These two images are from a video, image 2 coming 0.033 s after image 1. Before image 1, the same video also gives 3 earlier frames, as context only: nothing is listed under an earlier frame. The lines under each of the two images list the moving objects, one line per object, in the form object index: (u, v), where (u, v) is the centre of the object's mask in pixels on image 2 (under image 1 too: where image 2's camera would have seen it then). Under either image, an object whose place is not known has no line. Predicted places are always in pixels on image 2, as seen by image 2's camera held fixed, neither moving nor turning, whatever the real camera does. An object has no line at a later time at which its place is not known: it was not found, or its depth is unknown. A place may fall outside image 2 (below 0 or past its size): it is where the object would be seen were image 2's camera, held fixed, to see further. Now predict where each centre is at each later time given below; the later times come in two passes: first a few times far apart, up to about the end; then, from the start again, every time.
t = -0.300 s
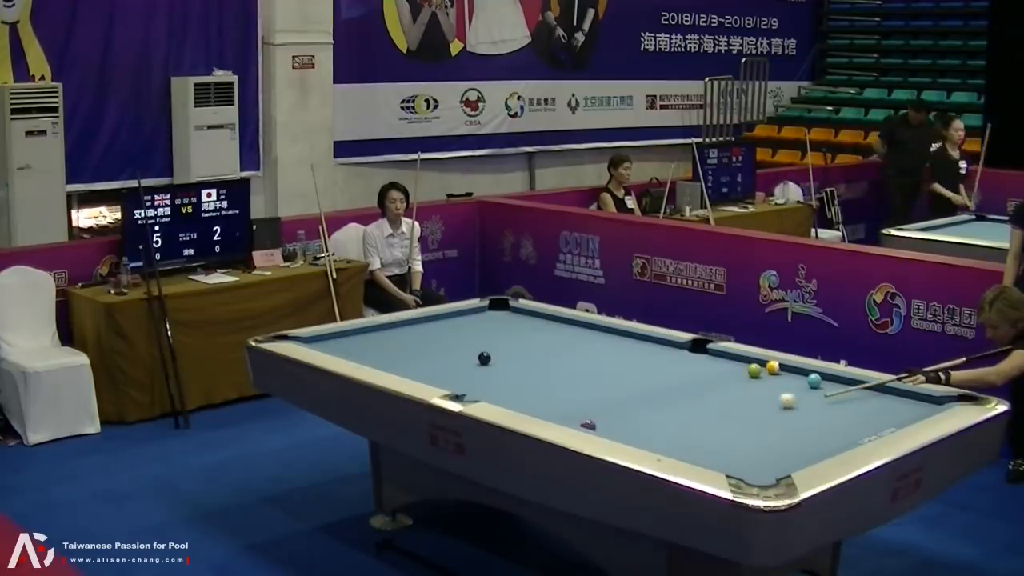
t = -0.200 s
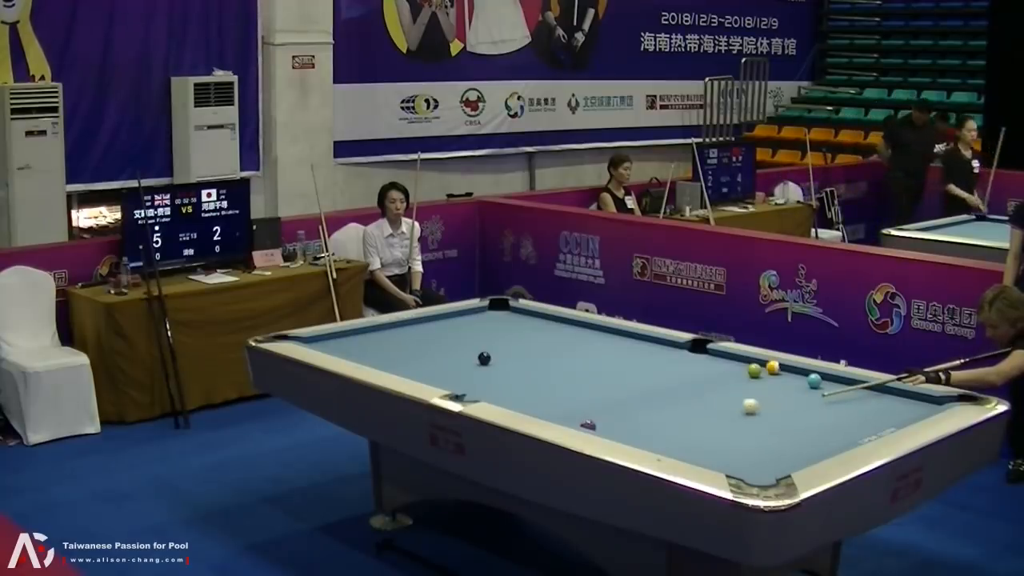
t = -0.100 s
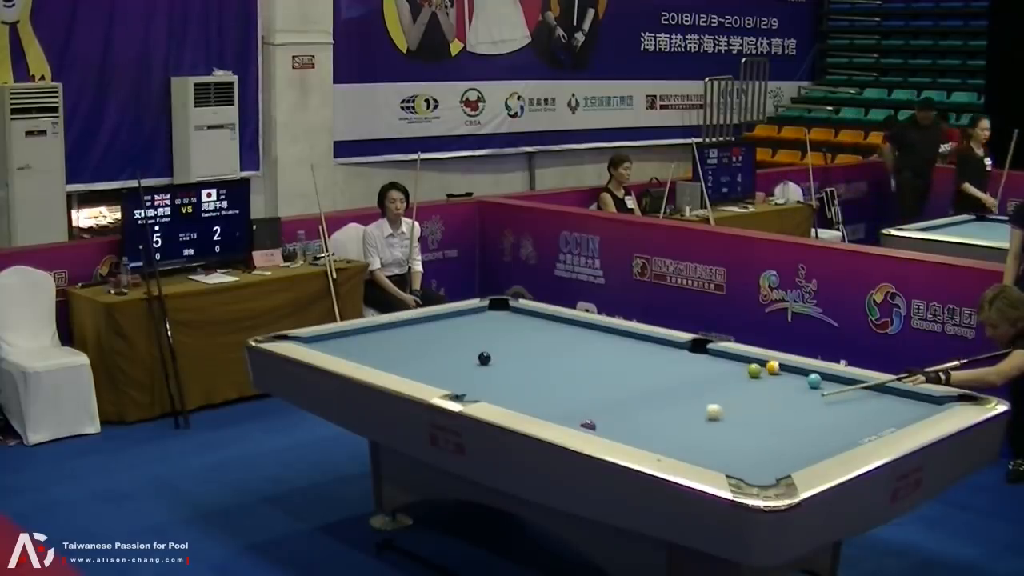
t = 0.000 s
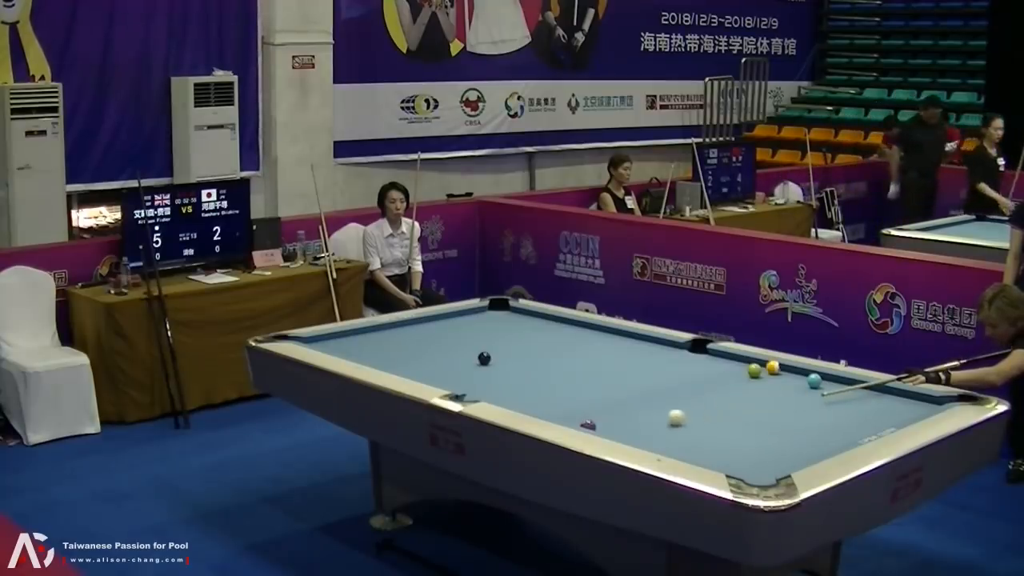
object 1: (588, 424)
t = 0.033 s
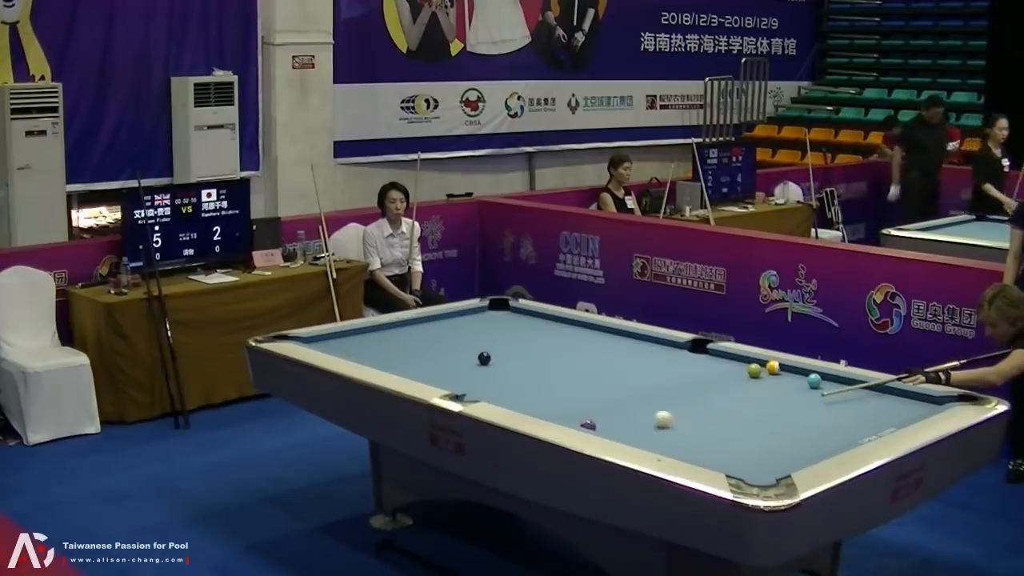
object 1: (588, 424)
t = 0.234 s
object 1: (582, 423)
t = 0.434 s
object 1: (585, 416)
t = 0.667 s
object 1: (589, 406)
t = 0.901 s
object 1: (593, 397)
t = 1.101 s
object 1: (596, 390)
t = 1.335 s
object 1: (599, 382)
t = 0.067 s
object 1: (588, 424)
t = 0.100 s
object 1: (588, 425)
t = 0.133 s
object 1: (588, 425)
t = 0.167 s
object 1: (588, 425)
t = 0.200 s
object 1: (583, 424)
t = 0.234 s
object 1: (582, 423)
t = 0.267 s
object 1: (582, 421)
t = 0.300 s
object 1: (583, 421)
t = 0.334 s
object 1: (584, 420)
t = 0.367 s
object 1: (584, 419)
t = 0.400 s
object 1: (585, 418)
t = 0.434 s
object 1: (585, 416)
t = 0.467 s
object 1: (586, 415)
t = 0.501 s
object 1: (586, 414)
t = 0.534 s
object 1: (587, 412)
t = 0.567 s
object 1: (587, 410)
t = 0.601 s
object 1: (588, 409)
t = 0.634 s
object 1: (589, 408)
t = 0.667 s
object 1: (589, 406)
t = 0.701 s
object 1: (590, 405)
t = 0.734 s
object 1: (590, 404)
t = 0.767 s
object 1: (591, 402)
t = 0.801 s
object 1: (591, 401)
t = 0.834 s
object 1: (592, 400)
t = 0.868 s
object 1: (592, 399)
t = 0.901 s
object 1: (593, 397)
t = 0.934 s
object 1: (593, 396)
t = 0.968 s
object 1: (594, 395)
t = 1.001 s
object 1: (594, 394)
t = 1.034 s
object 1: (594, 392)
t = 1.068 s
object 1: (595, 391)
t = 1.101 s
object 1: (596, 390)
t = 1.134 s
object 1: (596, 389)
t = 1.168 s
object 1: (597, 388)
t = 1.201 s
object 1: (597, 386)
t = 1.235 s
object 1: (598, 385)
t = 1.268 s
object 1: (598, 384)
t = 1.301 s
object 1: (599, 383)
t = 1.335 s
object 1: (599, 382)
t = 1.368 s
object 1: (599, 381)
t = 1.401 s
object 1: (600, 380)
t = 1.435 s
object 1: (600, 379)
